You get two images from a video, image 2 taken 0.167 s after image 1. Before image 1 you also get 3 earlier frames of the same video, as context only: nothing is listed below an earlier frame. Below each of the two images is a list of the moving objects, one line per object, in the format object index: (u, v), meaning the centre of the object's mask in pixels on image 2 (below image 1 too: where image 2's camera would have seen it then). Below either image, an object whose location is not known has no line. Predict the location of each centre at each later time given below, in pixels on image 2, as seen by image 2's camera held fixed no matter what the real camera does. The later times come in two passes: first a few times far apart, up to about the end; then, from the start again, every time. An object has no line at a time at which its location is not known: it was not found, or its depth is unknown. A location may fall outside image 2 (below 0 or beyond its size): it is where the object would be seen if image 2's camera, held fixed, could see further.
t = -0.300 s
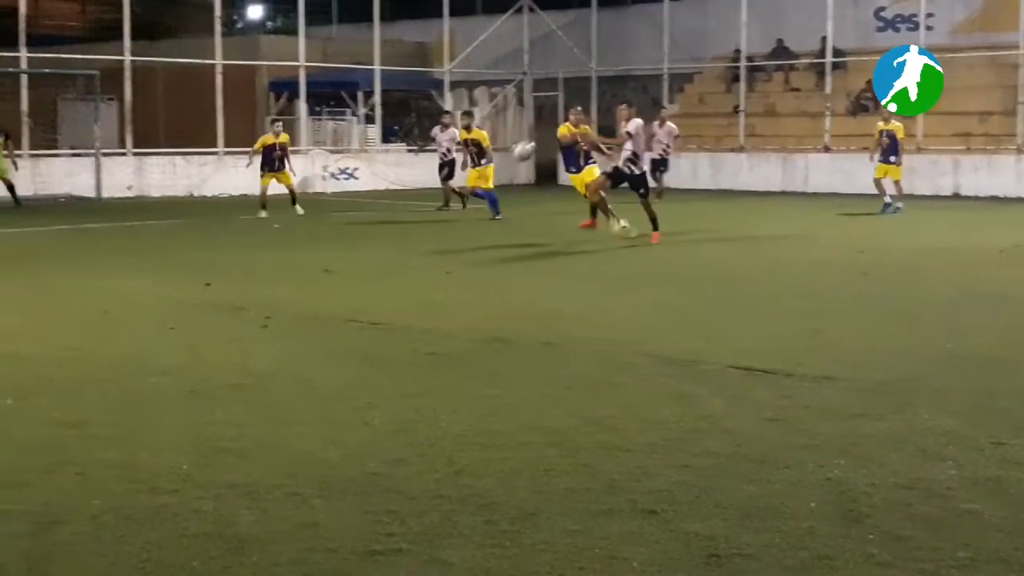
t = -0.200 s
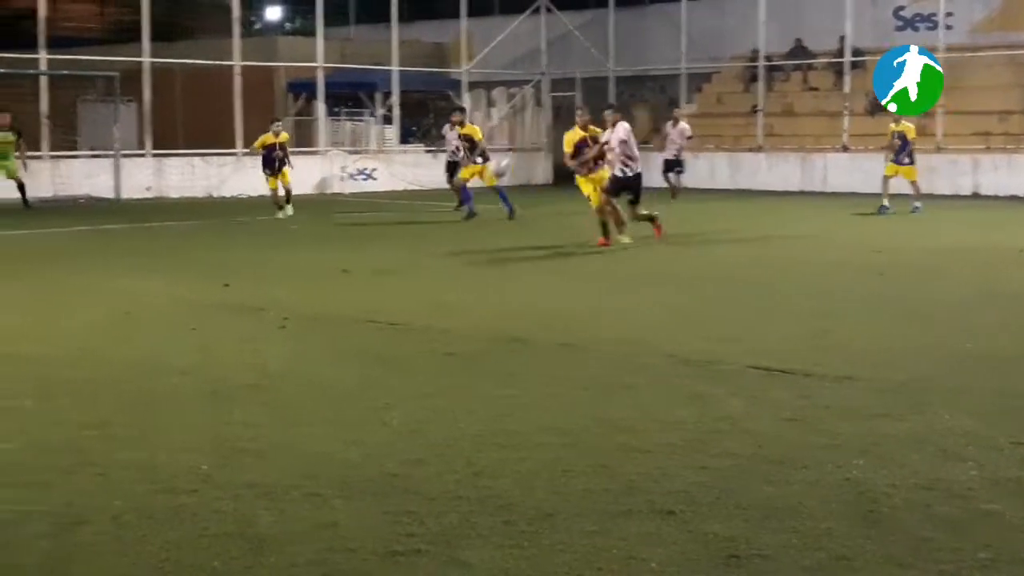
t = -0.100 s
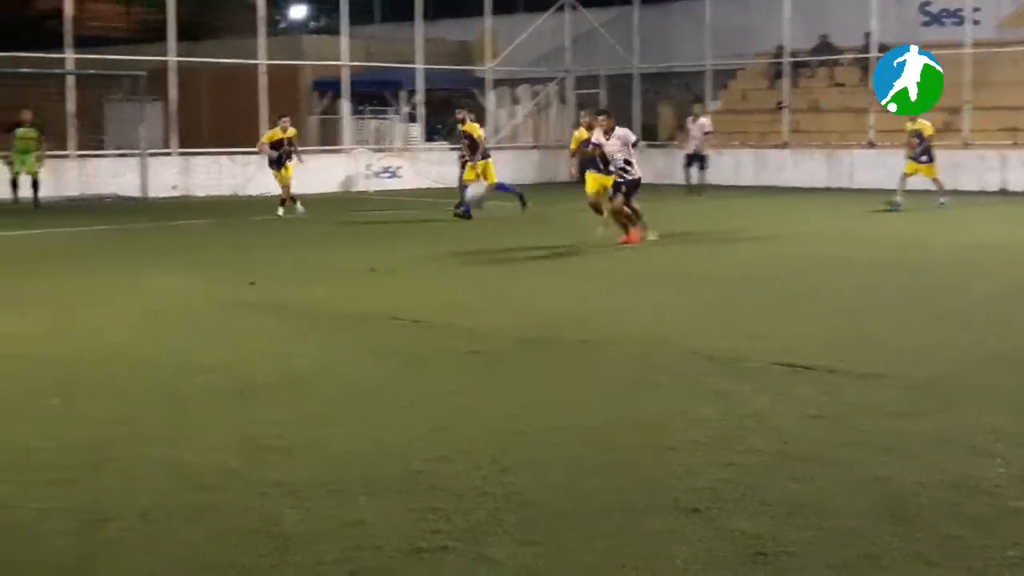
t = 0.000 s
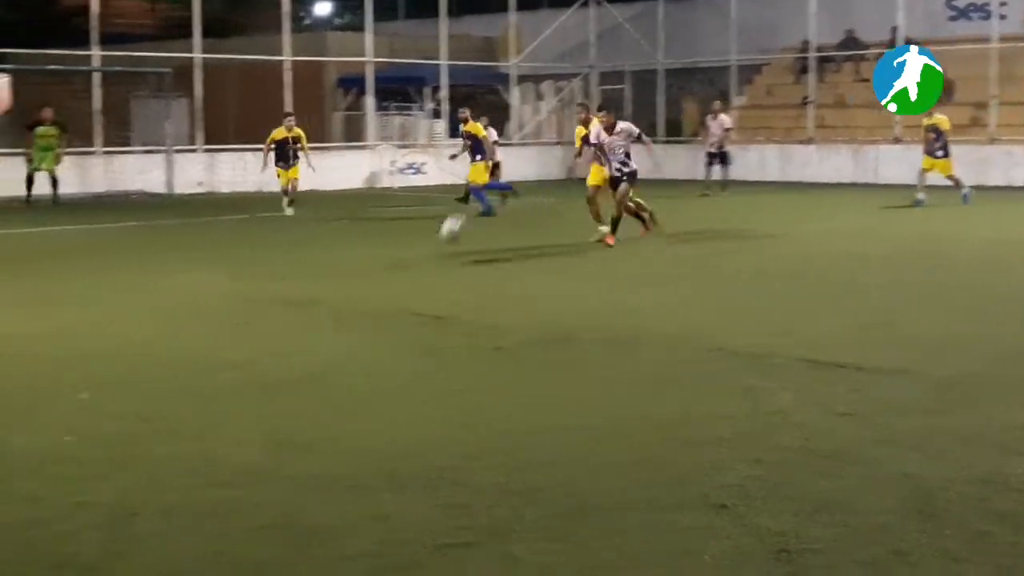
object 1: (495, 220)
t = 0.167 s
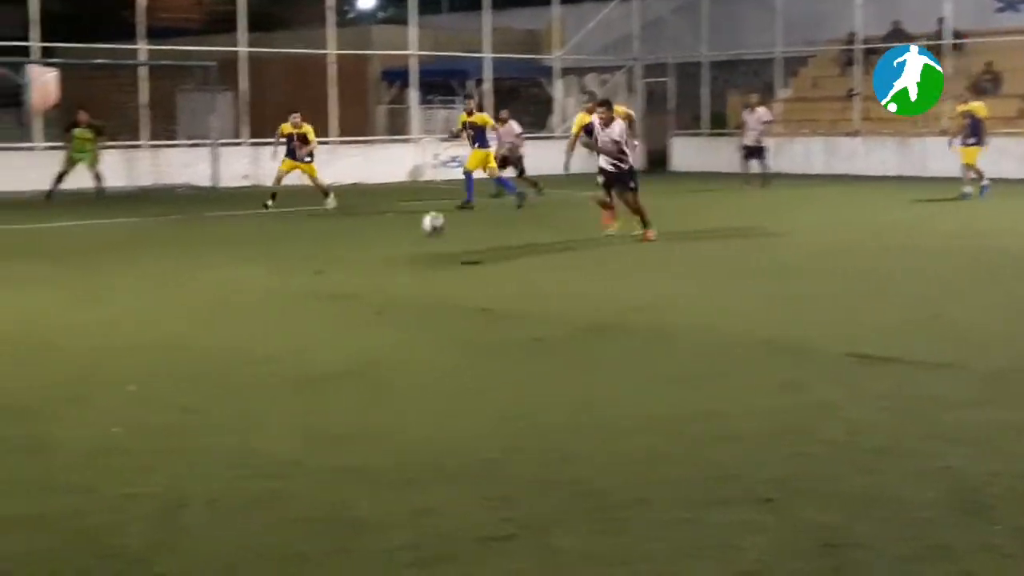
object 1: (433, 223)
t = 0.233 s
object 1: (410, 211)
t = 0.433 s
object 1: (339, 204)
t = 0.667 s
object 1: (248, 258)
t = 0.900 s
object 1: (142, 259)
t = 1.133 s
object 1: (17, 287)
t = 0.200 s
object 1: (421, 217)
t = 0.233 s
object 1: (410, 211)
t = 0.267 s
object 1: (397, 207)
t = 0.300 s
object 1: (387, 204)
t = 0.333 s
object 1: (376, 202)
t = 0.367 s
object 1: (364, 201)
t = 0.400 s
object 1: (351, 202)
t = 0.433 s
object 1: (339, 204)
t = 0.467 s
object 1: (327, 207)
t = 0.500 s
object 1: (314, 212)
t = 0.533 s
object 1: (302, 218)
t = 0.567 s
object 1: (288, 226)
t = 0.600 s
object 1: (276, 234)
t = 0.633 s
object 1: (261, 246)
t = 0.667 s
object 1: (248, 258)
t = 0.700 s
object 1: (234, 274)
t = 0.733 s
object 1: (221, 286)
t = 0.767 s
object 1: (206, 279)
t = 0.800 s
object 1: (190, 272)
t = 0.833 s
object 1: (174, 266)
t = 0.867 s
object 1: (159, 262)
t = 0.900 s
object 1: (142, 259)
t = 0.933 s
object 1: (125, 258)
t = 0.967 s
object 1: (108, 259)
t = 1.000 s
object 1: (91, 261)
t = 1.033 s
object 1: (74, 265)
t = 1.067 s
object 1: (56, 270)
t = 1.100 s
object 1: (37, 278)
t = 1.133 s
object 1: (17, 287)
